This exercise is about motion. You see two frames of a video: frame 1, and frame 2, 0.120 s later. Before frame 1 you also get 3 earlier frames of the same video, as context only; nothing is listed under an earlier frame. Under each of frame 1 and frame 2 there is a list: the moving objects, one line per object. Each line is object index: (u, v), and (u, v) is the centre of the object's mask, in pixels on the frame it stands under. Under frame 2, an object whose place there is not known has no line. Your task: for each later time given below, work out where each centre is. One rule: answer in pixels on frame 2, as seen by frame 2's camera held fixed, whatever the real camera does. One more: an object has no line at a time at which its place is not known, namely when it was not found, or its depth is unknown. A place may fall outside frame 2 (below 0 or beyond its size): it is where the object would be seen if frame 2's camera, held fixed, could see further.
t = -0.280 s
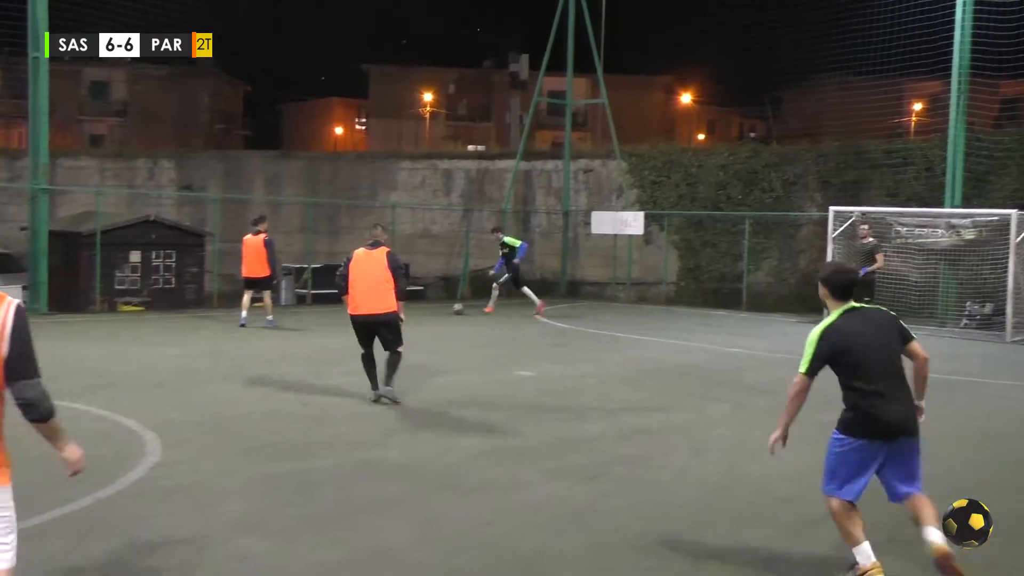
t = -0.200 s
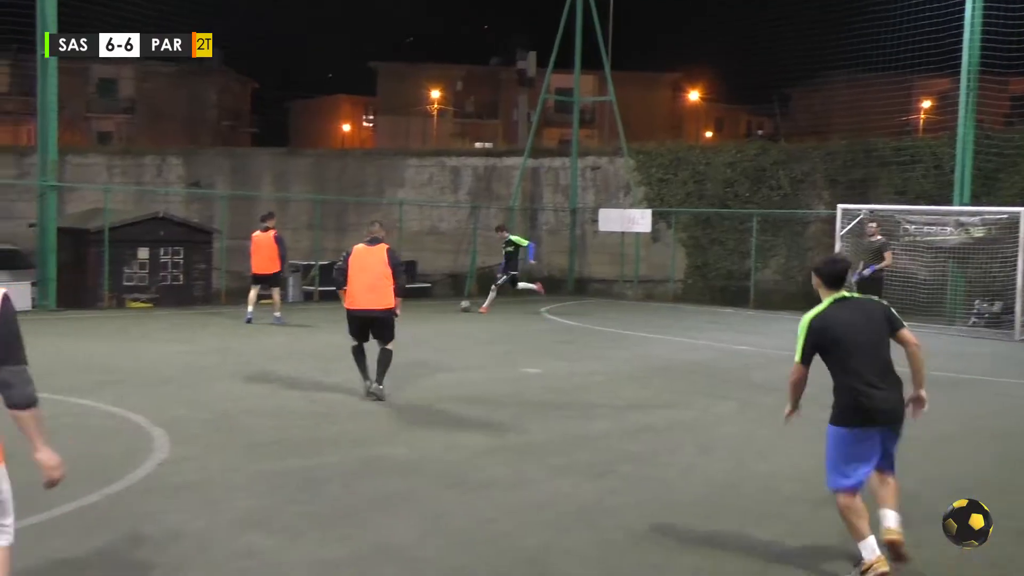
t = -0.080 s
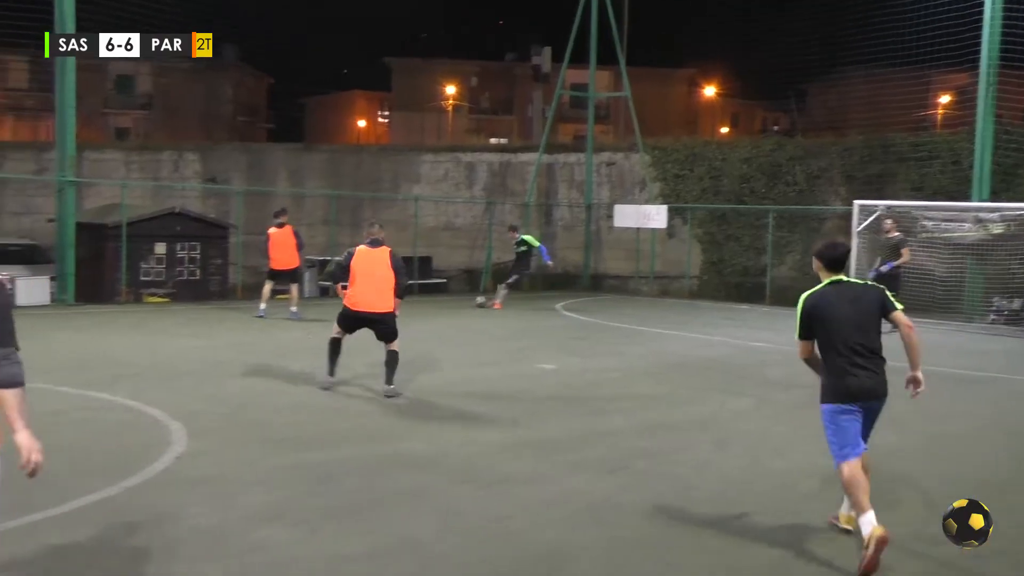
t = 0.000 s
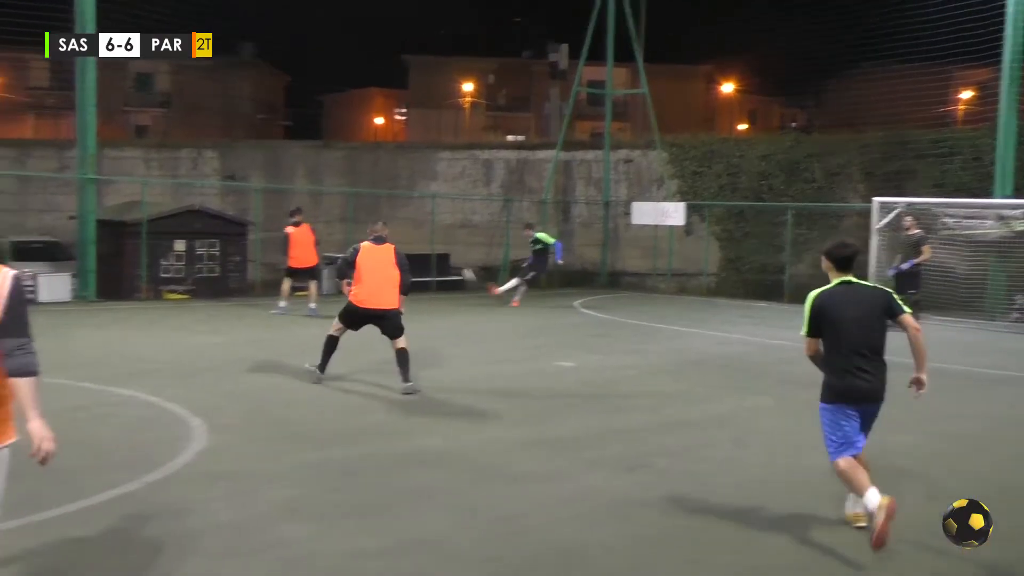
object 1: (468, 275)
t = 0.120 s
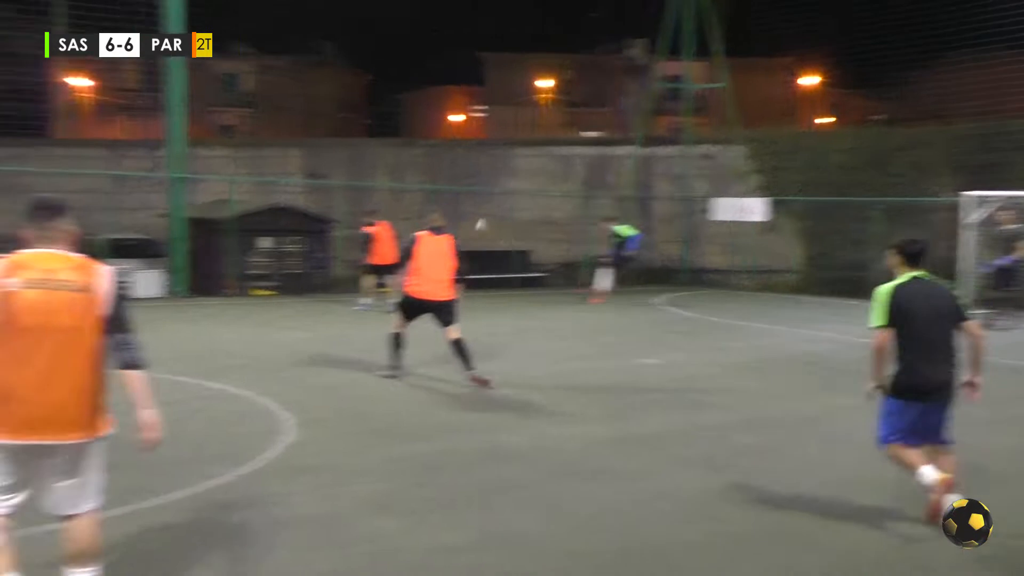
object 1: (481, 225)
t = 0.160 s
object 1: (458, 211)
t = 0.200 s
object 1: (432, 196)
